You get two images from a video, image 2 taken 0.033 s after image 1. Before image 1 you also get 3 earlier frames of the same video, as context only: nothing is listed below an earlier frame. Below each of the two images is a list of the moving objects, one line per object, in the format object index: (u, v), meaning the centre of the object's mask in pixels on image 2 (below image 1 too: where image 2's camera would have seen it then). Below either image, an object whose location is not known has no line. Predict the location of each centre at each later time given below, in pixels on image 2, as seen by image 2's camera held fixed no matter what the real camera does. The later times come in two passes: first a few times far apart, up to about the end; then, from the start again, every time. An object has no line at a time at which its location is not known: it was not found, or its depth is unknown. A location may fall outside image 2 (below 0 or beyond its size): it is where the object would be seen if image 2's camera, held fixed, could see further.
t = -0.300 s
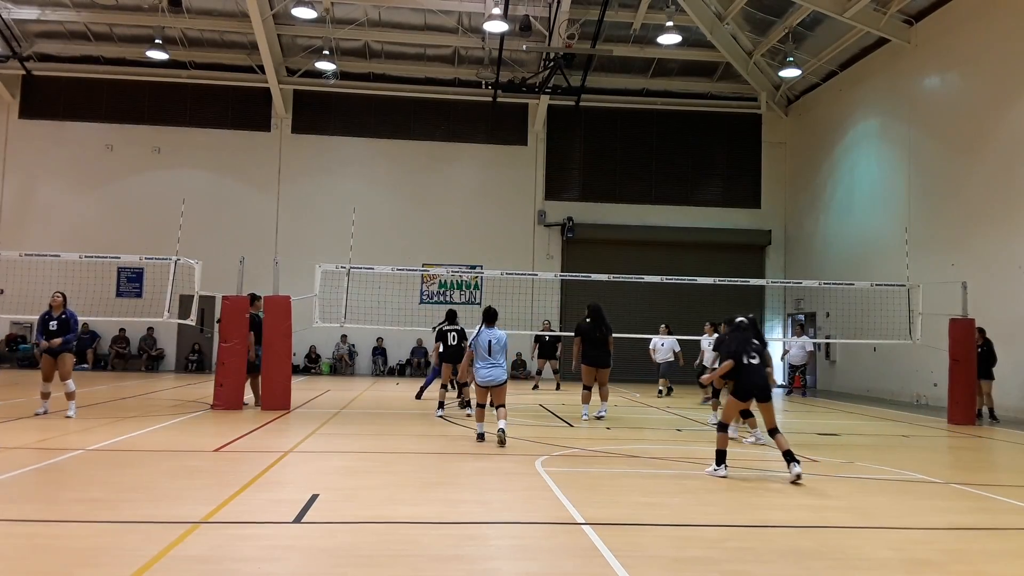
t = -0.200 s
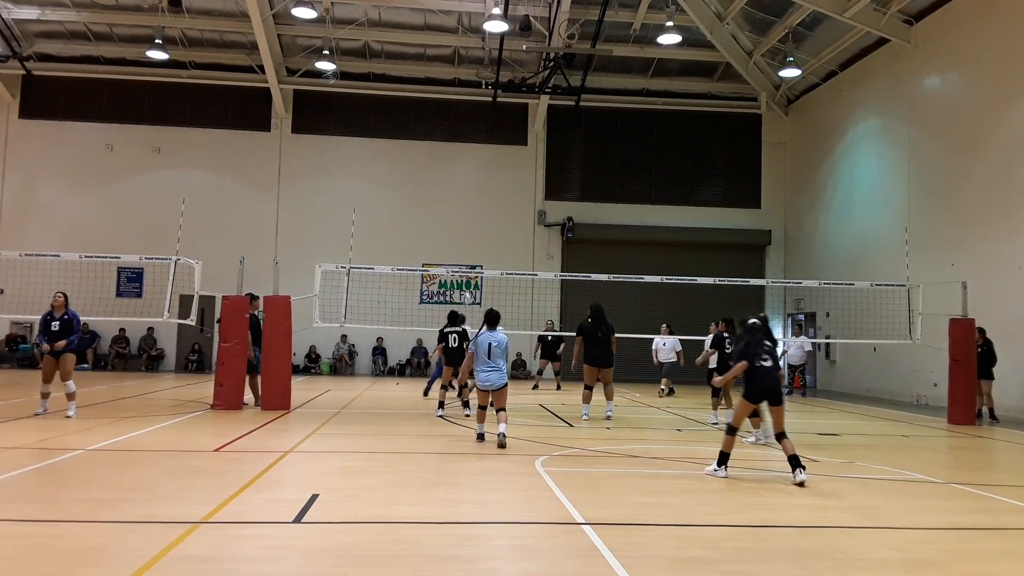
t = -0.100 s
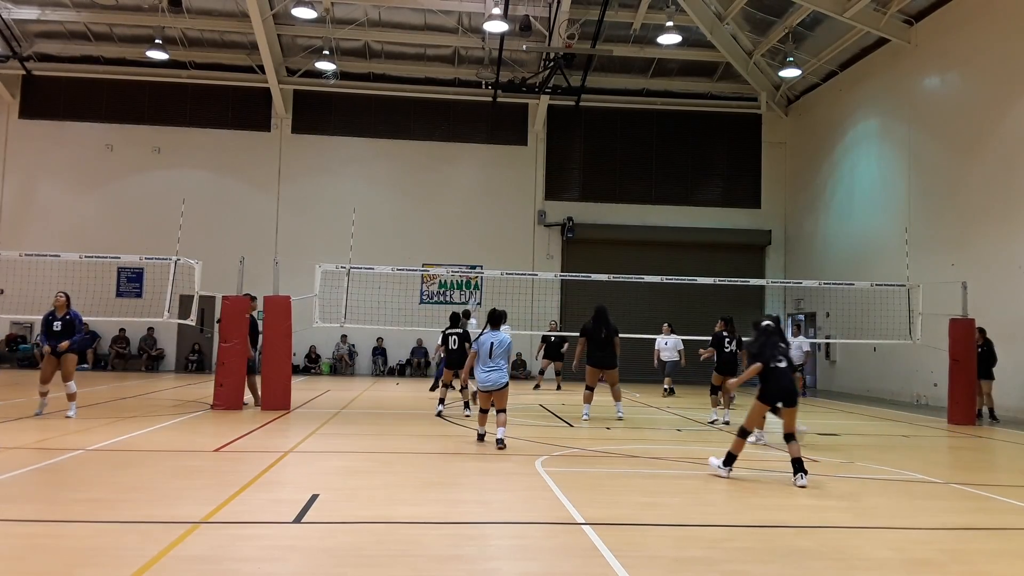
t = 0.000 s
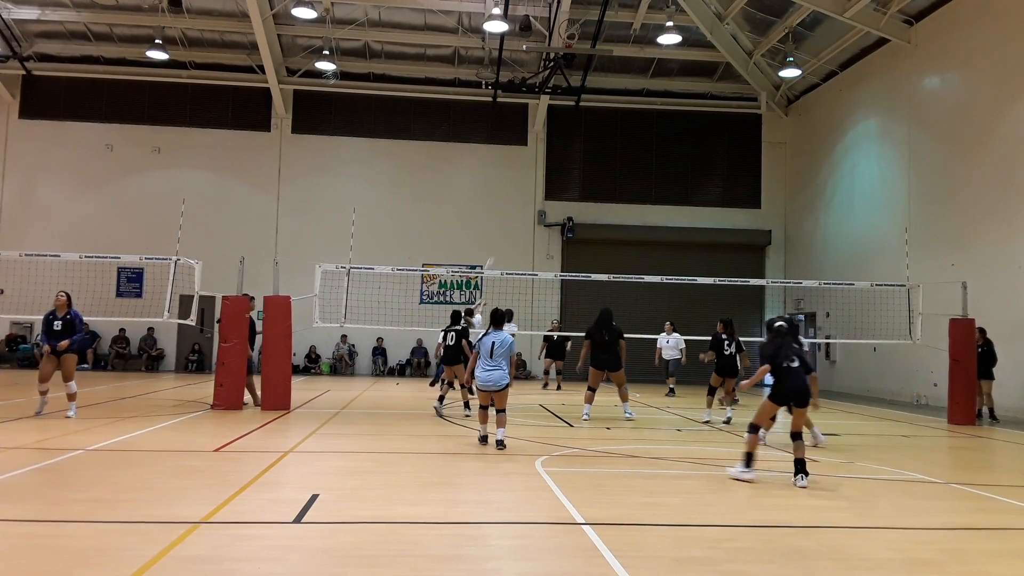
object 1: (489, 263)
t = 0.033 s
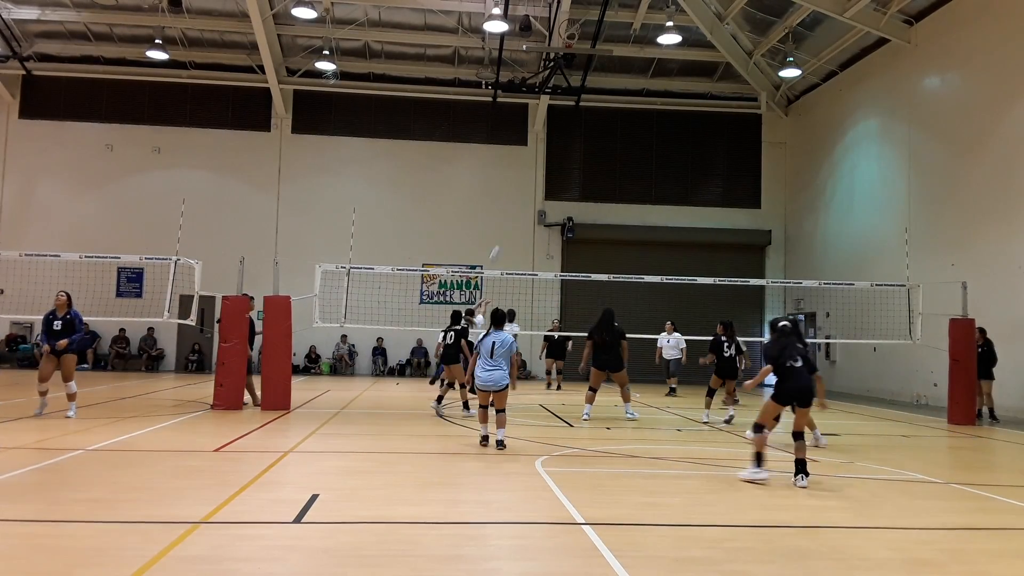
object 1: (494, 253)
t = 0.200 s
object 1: (520, 204)
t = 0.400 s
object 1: (551, 163)
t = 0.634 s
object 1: (584, 140)
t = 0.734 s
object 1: (598, 137)
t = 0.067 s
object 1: (499, 242)
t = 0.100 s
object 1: (504, 232)
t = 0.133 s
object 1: (510, 222)
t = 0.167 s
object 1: (515, 212)
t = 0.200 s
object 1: (520, 204)
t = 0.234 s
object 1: (525, 195)
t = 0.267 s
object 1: (530, 188)
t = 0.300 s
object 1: (536, 181)
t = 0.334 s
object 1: (542, 174)
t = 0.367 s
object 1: (547, 168)
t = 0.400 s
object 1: (551, 163)
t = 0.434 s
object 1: (555, 158)
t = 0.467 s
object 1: (560, 154)
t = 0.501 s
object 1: (565, 150)
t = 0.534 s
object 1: (570, 146)
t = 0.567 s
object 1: (575, 144)
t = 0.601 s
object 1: (580, 141)
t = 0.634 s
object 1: (584, 140)
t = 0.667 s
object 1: (589, 138)
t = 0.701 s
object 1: (594, 137)
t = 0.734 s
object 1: (598, 137)
